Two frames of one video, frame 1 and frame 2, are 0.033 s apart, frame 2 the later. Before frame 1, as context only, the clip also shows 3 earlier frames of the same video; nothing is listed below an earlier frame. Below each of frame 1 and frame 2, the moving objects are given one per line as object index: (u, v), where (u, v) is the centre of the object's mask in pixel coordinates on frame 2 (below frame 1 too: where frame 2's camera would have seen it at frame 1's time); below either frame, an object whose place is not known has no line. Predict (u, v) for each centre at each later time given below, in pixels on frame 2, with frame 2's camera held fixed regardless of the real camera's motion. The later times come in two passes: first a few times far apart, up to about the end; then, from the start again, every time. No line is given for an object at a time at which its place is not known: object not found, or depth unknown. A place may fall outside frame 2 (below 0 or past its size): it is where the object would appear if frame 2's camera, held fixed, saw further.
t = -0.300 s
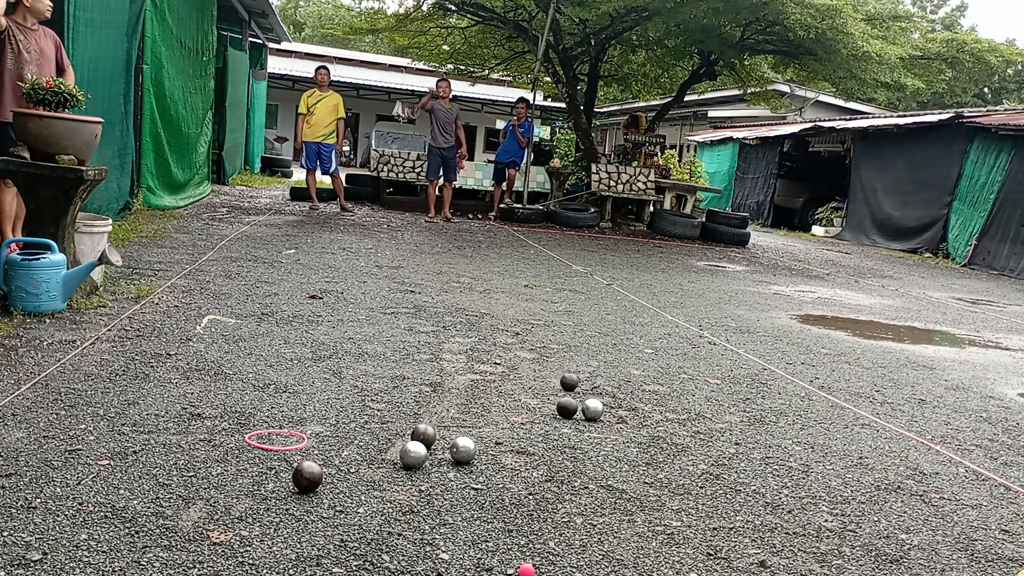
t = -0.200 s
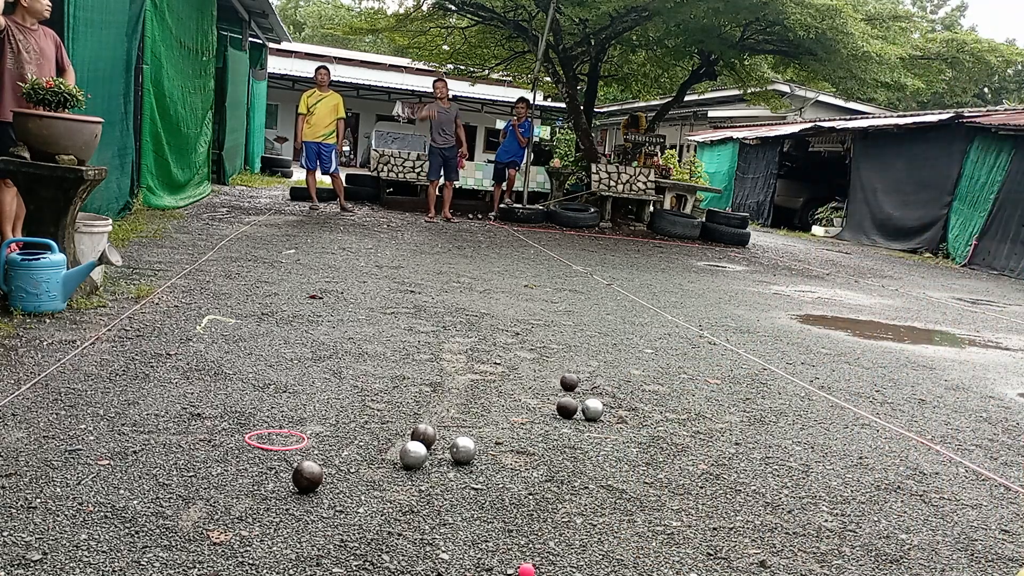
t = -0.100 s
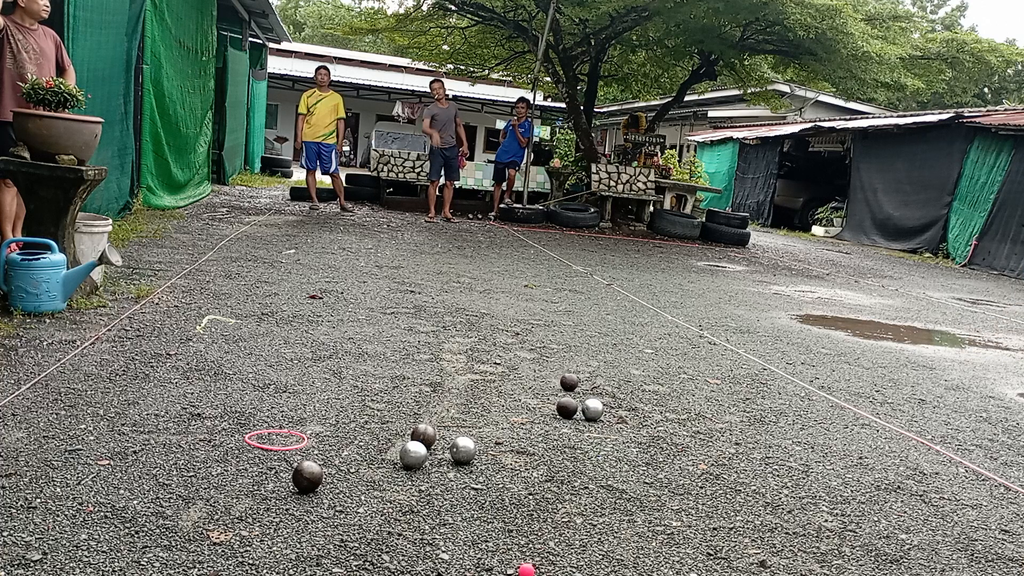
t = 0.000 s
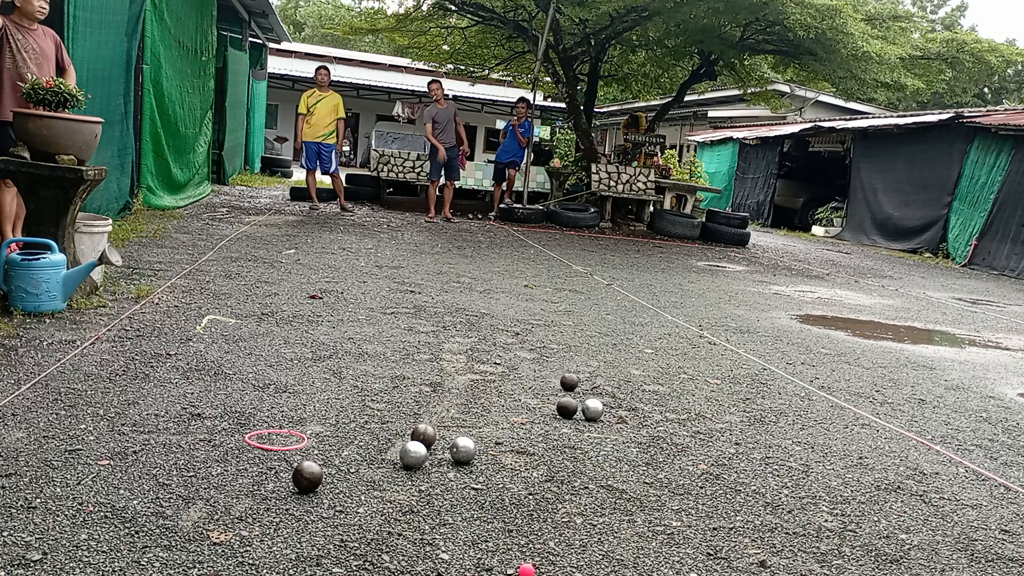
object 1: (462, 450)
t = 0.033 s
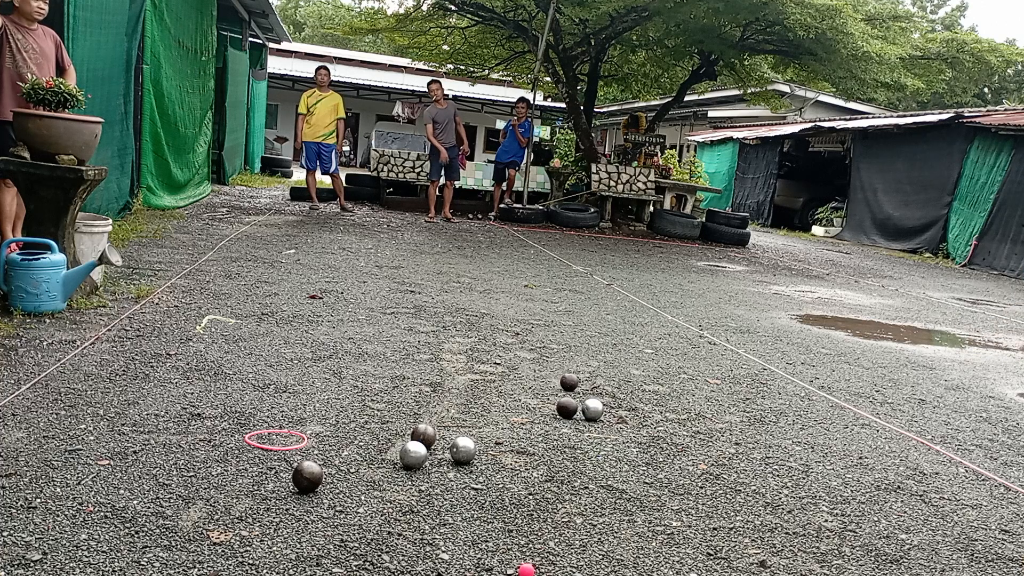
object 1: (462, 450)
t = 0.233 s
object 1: (463, 450)
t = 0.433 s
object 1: (463, 450)
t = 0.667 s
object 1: (463, 450)
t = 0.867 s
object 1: (457, 458)
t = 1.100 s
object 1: (439, 477)
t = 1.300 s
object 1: (428, 485)
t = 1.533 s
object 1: (423, 489)
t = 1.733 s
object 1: (424, 489)
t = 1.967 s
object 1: (424, 489)
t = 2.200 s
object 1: (424, 489)
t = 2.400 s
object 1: (424, 489)
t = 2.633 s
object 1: (424, 489)
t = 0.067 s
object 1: (463, 450)
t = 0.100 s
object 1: (463, 450)
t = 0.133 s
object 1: (463, 450)
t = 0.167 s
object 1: (463, 450)
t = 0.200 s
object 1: (463, 450)
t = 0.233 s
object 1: (463, 450)
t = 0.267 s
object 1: (463, 450)
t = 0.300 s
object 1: (463, 450)
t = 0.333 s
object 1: (463, 450)
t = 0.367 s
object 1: (463, 450)
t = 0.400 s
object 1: (463, 450)
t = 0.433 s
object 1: (463, 450)
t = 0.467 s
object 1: (463, 450)
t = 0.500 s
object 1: (463, 450)
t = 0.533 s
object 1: (463, 450)
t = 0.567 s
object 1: (463, 450)
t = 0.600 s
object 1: (463, 450)
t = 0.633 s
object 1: (463, 450)
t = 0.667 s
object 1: (463, 450)
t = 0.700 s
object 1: (463, 450)
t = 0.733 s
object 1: (463, 450)
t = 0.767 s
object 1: (463, 450)
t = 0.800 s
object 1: (463, 450)
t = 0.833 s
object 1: (460, 454)
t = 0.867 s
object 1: (457, 458)
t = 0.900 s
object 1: (451, 463)
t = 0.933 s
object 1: (446, 468)
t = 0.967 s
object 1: (447, 470)
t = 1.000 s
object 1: (445, 472)
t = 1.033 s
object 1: (442, 474)
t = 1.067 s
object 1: (441, 476)
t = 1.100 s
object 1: (439, 477)
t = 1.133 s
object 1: (437, 478)
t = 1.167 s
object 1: (435, 480)
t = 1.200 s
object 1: (433, 481)
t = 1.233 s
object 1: (431, 483)
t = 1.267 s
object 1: (430, 484)
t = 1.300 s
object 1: (428, 485)
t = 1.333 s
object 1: (428, 486)
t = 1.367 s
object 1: (427, 487)
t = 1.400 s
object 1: (425, 488)
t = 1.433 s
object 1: (425, 488)
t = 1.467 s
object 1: (424, 489)
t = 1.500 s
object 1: (423, 489)
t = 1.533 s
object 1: (423, 489)
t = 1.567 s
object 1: (423, 489)
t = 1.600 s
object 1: (424, 489)
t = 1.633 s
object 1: (424, 489)
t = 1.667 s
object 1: (424, 489)
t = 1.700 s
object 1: (424, 489)
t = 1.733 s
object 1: (424, 489)
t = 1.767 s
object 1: (424, 489)
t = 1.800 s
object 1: (424, 489)
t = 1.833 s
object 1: (424, 489)
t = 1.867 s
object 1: (424, 489)
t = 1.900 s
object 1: (424, 489)
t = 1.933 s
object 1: (424, 489)
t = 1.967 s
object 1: (424, 489)
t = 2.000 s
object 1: (424, 489)
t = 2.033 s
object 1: (424, 489)
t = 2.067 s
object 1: (424, 489)
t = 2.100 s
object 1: (424, 489)
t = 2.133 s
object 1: (424, 489)
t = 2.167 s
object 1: (424, 489)
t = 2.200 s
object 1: (424, 489)
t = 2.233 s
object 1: (424, 489)
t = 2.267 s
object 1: (424, 489)
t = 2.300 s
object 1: (424, 489)
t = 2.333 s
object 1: (424, 489)
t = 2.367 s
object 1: (424, 489)
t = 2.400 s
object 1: (424, 489)
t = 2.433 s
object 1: (424, 489)
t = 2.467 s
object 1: (424, 489)
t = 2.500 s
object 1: (424, 489)
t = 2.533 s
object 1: (424, 489)
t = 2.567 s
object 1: (424, 489)
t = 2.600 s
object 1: (424, 489)
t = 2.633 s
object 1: (424, 489)
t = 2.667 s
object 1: (424, 489)
